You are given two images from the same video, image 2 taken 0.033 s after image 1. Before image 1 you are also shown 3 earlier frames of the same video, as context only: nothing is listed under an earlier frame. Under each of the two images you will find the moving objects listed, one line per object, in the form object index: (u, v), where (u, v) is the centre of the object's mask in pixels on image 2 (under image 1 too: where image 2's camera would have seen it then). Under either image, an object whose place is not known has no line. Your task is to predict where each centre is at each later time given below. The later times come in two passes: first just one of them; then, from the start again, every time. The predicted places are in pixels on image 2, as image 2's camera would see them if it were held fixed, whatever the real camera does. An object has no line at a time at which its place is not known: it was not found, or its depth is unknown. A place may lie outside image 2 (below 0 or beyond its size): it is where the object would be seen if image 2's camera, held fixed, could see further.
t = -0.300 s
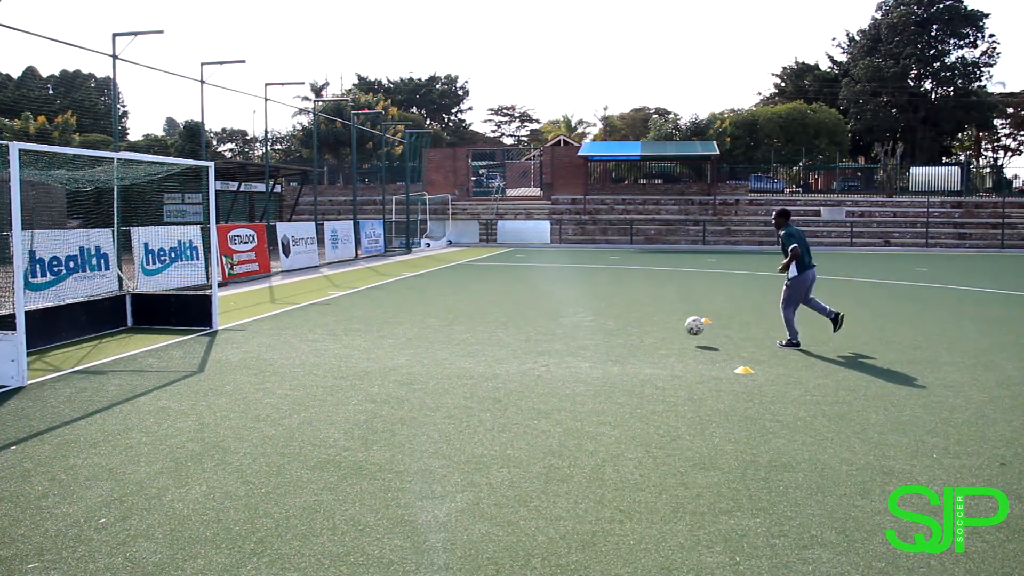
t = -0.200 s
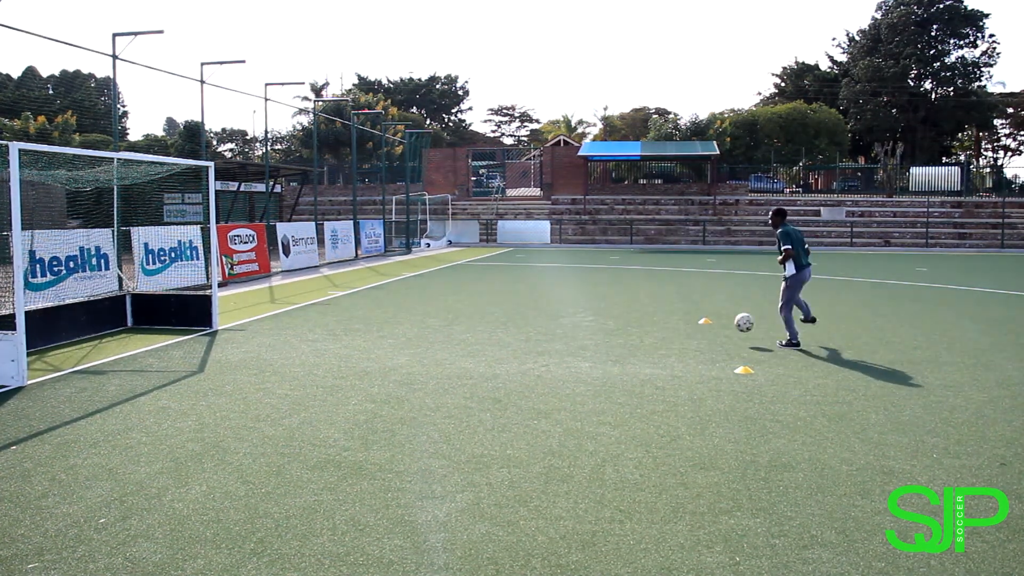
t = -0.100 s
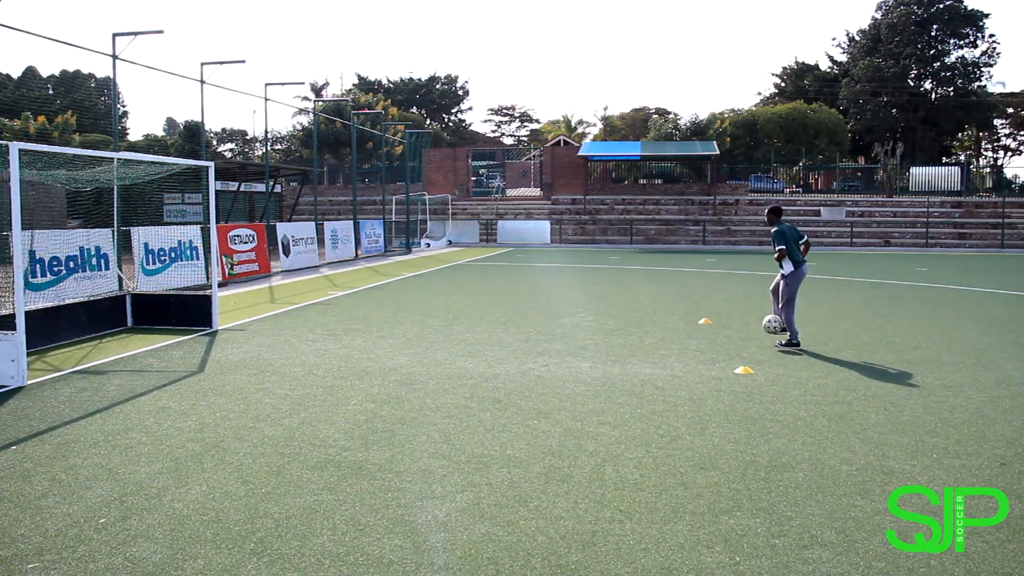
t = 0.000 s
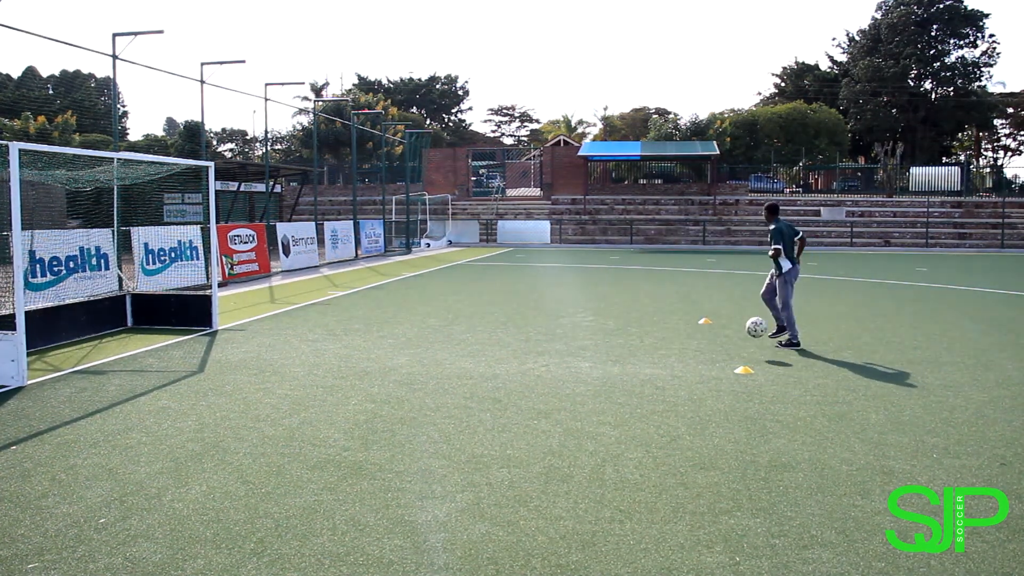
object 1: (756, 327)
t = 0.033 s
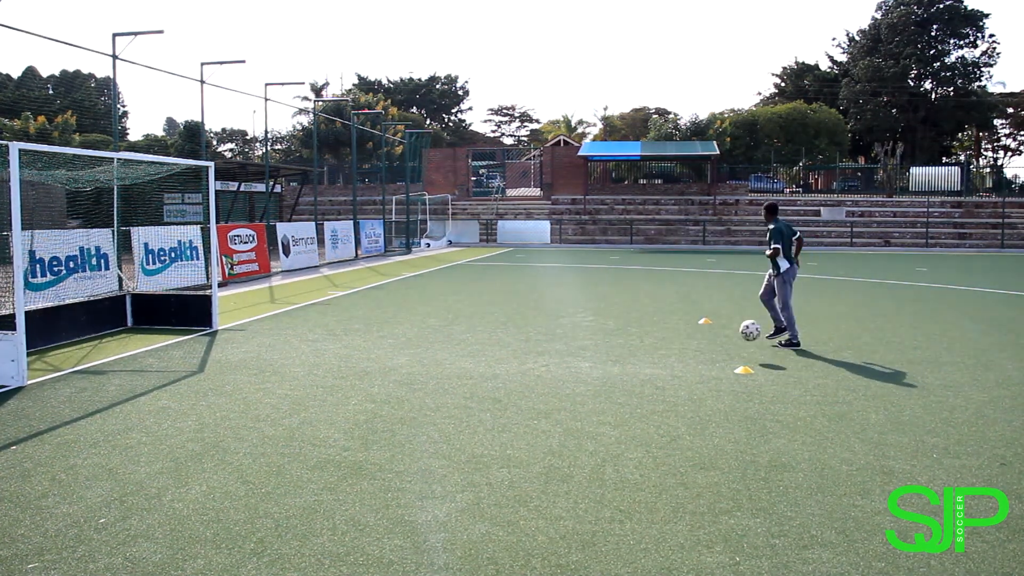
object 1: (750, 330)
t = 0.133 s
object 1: (731, 346)
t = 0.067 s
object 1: (744, 334)
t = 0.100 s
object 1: (738, 340)
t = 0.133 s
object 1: (731, 346)
